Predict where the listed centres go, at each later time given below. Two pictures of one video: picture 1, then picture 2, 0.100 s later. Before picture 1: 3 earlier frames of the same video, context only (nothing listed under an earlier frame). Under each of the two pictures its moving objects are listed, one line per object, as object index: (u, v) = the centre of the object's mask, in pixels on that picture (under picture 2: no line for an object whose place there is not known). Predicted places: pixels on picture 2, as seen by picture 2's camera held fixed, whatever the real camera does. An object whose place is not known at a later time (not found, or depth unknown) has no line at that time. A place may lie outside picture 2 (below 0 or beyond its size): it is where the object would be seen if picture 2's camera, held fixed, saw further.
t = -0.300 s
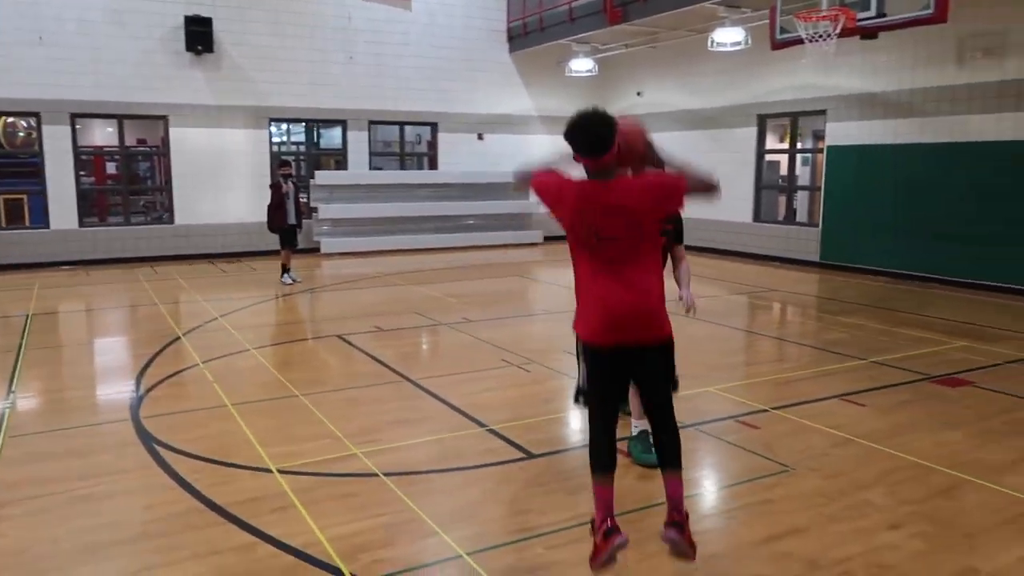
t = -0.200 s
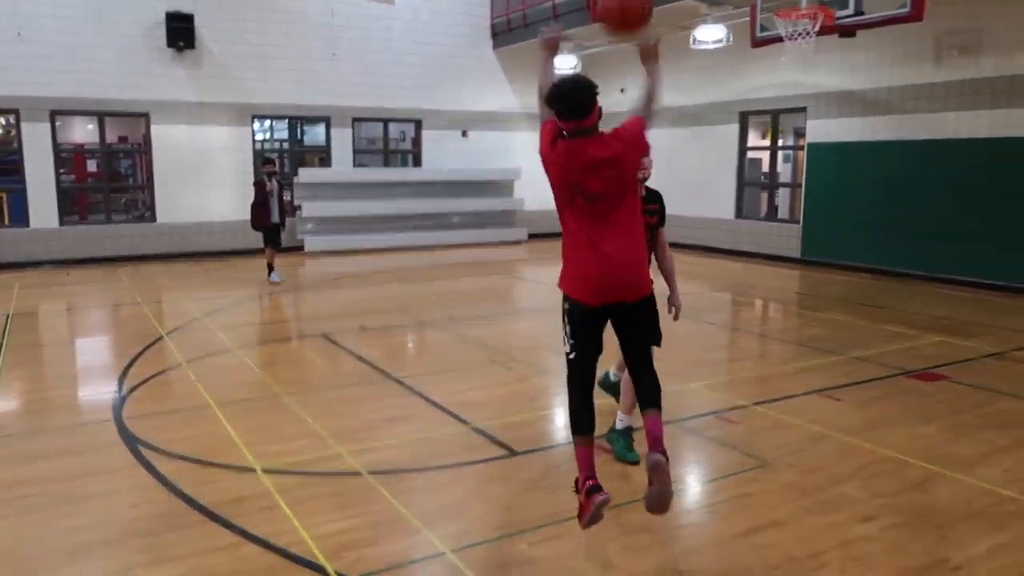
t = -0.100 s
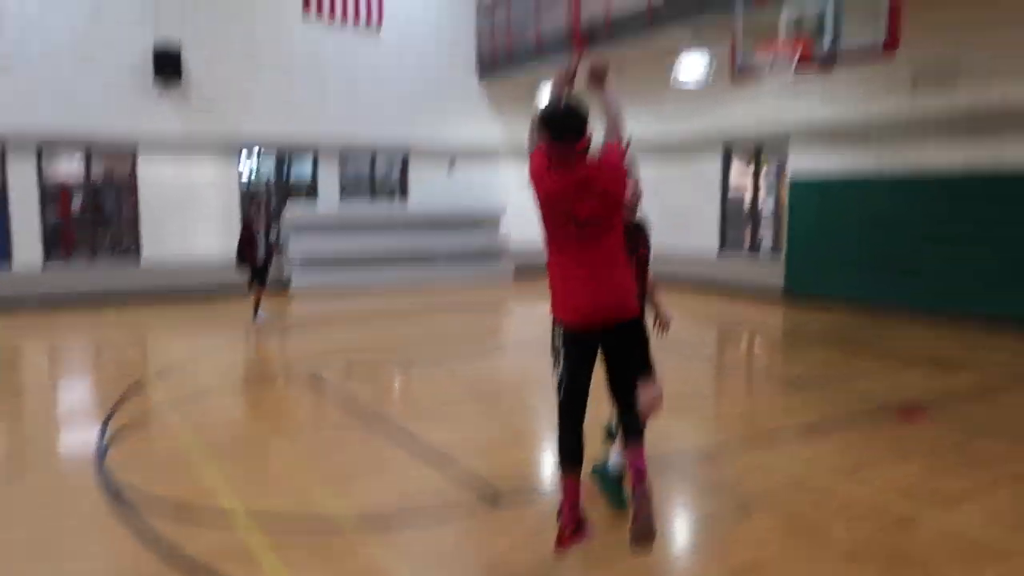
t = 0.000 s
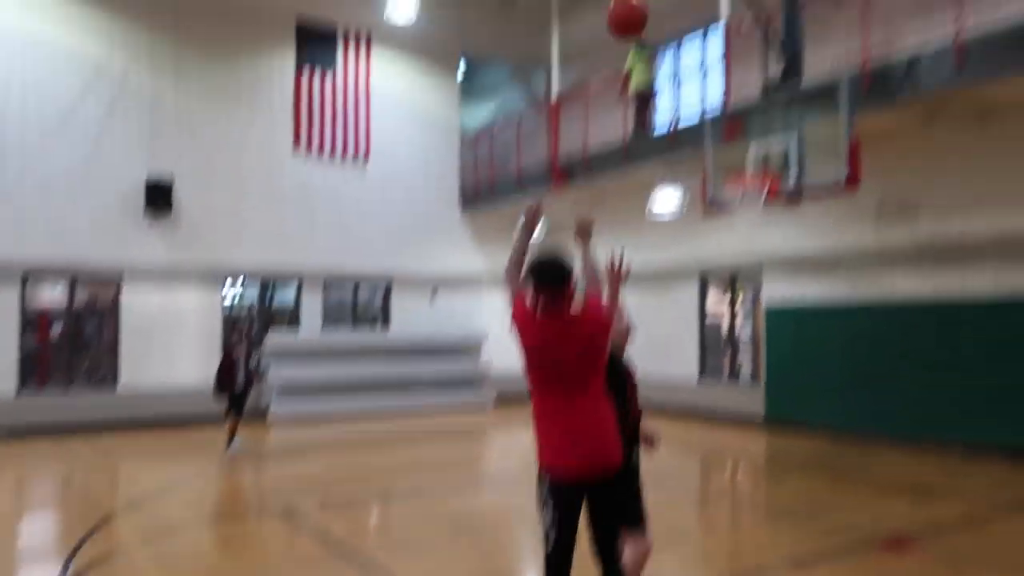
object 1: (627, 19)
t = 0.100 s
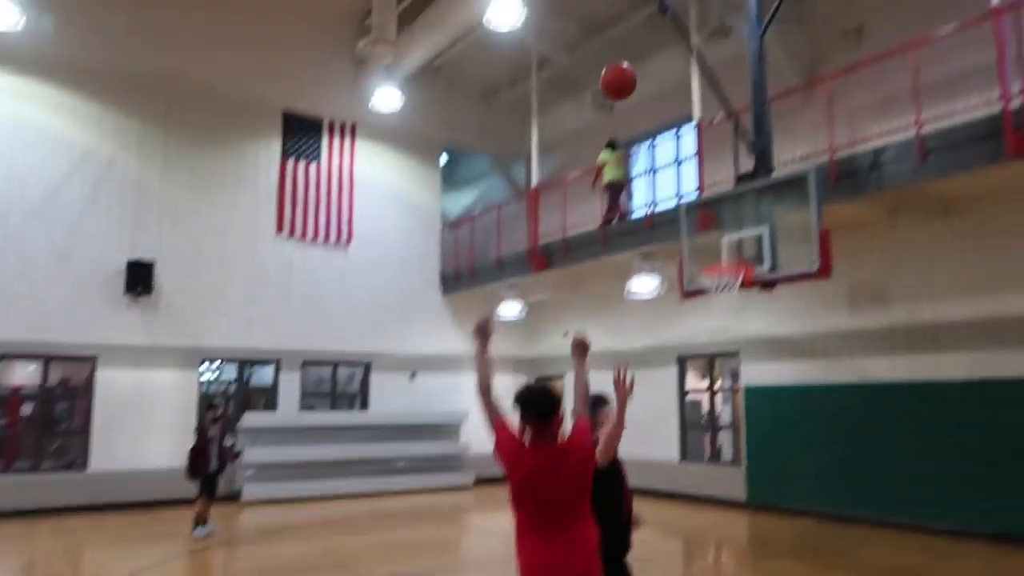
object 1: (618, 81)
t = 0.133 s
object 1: (624, 79)
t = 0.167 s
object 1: (629, 76)
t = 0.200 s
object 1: (632, 74)
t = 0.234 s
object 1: (637, 72)
